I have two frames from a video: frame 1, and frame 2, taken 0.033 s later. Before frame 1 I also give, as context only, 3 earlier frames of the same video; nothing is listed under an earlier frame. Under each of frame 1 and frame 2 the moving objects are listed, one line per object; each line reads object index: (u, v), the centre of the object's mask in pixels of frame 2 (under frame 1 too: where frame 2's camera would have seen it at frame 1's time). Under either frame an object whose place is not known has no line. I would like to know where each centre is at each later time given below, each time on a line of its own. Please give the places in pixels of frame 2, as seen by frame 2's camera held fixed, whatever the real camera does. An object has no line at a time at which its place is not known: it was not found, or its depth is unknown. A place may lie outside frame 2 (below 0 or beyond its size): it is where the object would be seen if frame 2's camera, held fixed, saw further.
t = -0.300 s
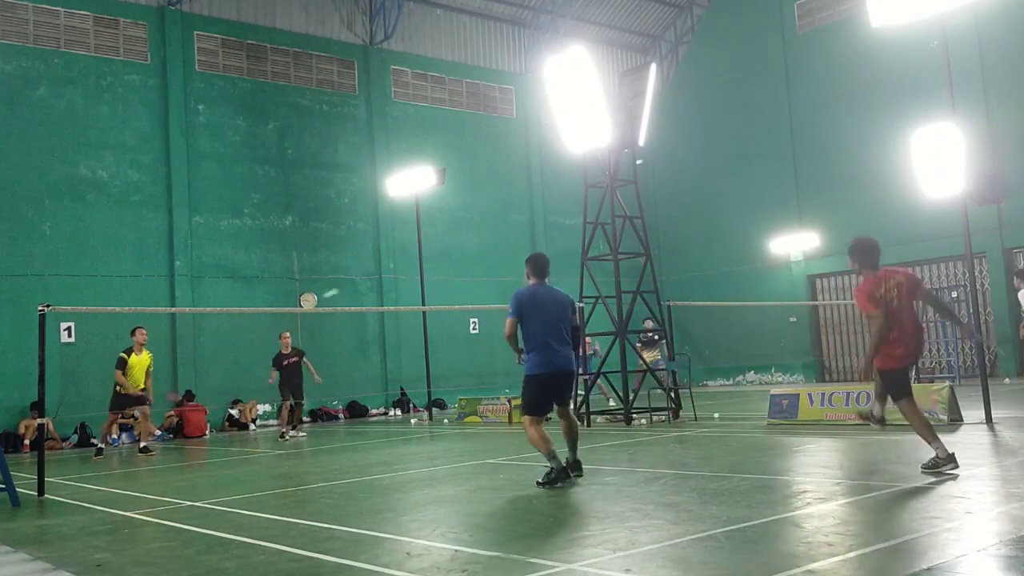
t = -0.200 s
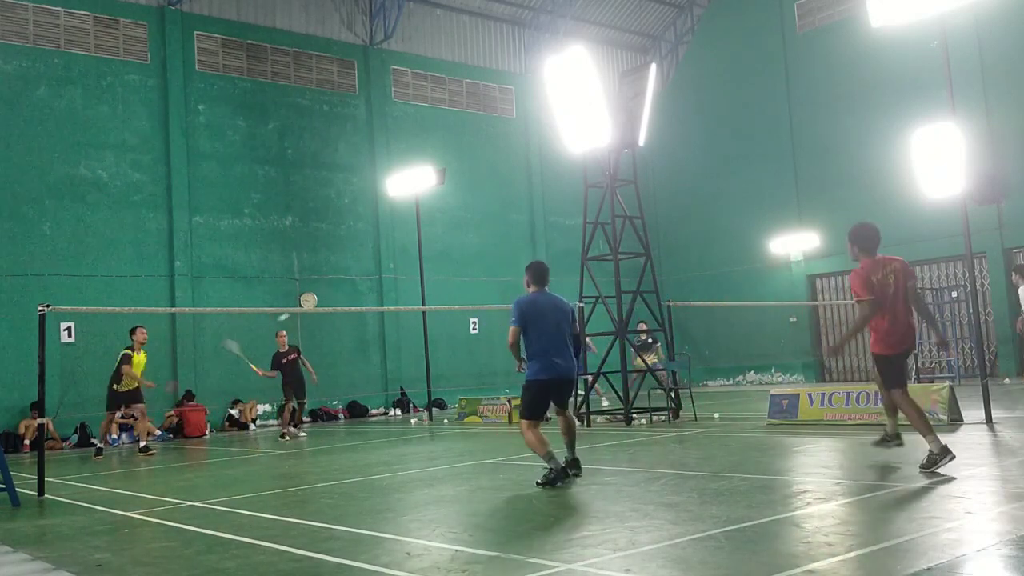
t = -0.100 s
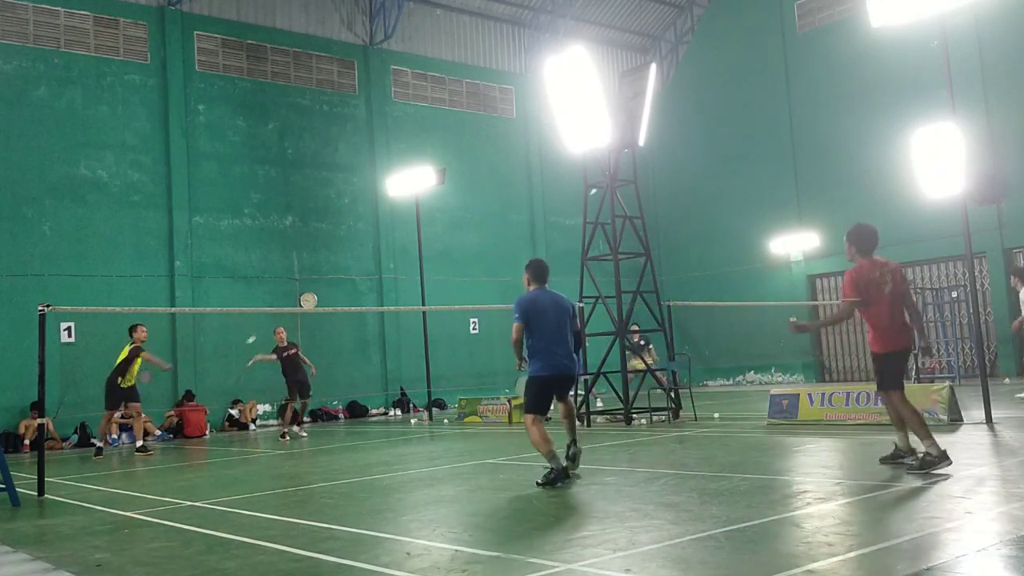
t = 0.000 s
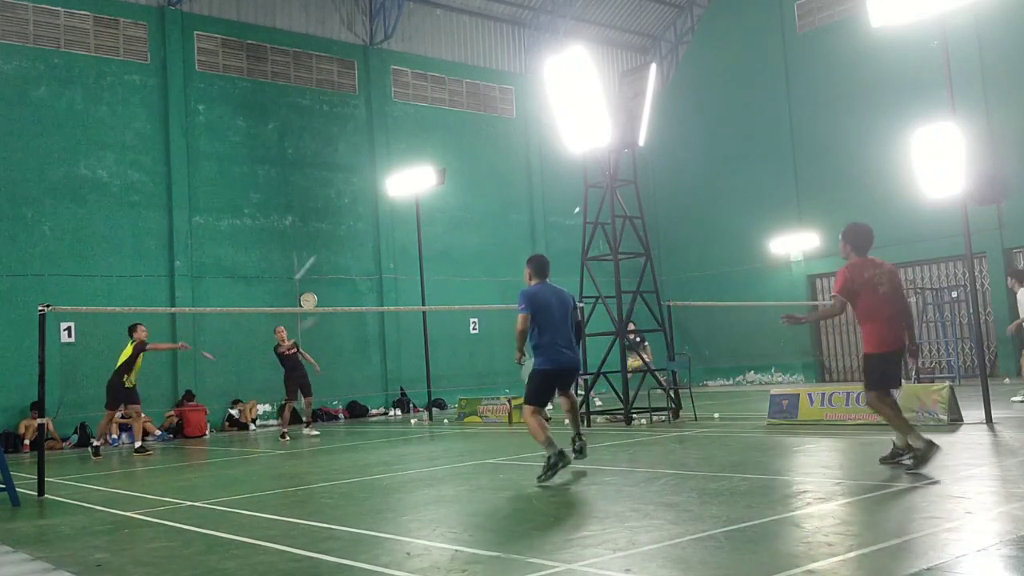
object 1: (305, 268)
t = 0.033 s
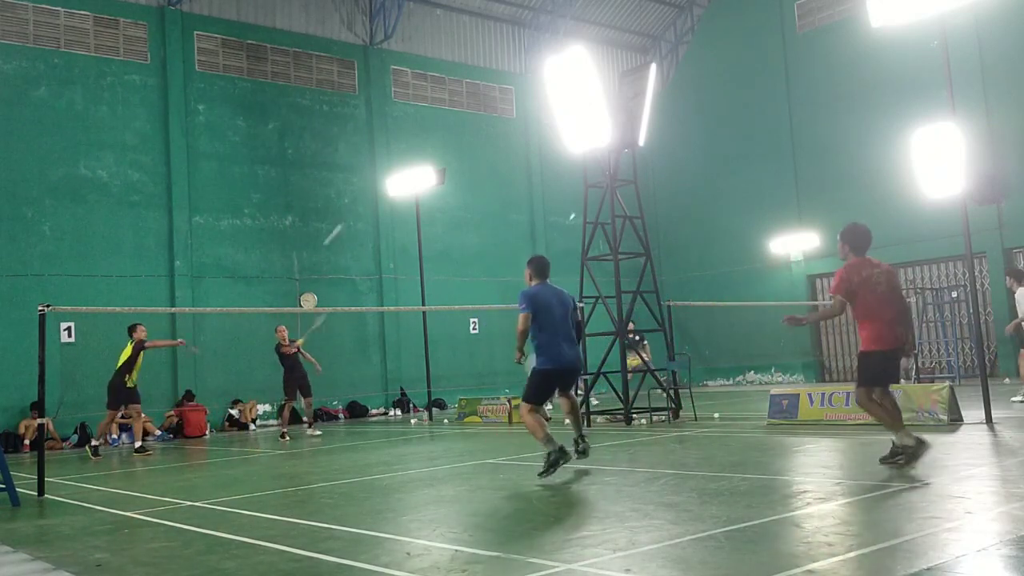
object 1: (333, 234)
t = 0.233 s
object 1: (462, 99)
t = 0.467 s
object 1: (576, 23)
